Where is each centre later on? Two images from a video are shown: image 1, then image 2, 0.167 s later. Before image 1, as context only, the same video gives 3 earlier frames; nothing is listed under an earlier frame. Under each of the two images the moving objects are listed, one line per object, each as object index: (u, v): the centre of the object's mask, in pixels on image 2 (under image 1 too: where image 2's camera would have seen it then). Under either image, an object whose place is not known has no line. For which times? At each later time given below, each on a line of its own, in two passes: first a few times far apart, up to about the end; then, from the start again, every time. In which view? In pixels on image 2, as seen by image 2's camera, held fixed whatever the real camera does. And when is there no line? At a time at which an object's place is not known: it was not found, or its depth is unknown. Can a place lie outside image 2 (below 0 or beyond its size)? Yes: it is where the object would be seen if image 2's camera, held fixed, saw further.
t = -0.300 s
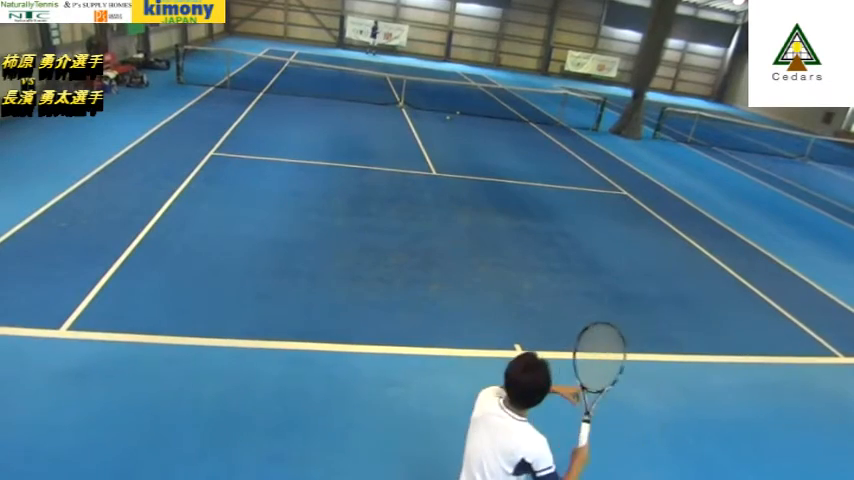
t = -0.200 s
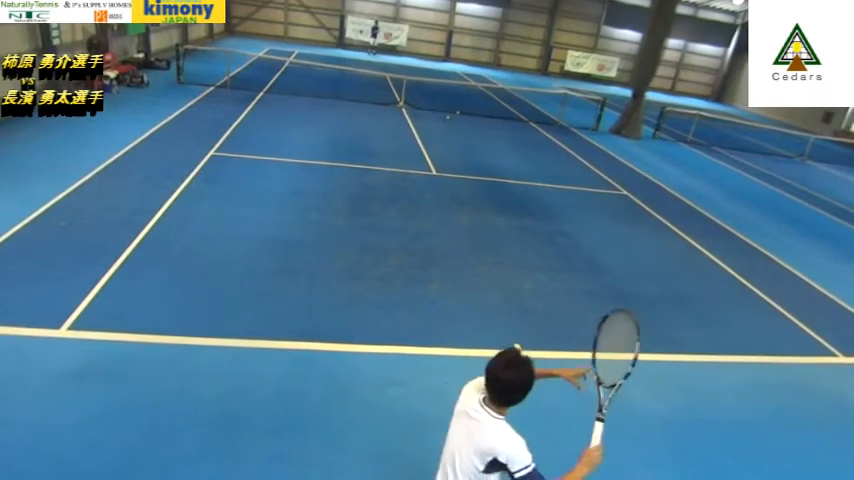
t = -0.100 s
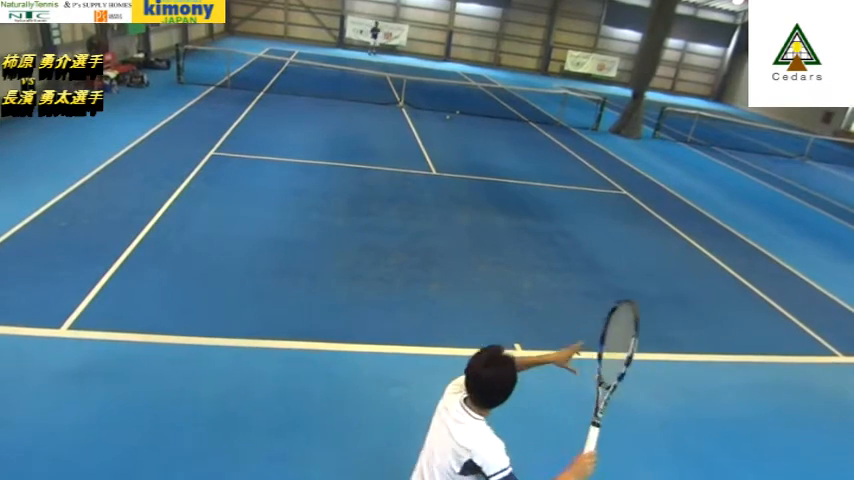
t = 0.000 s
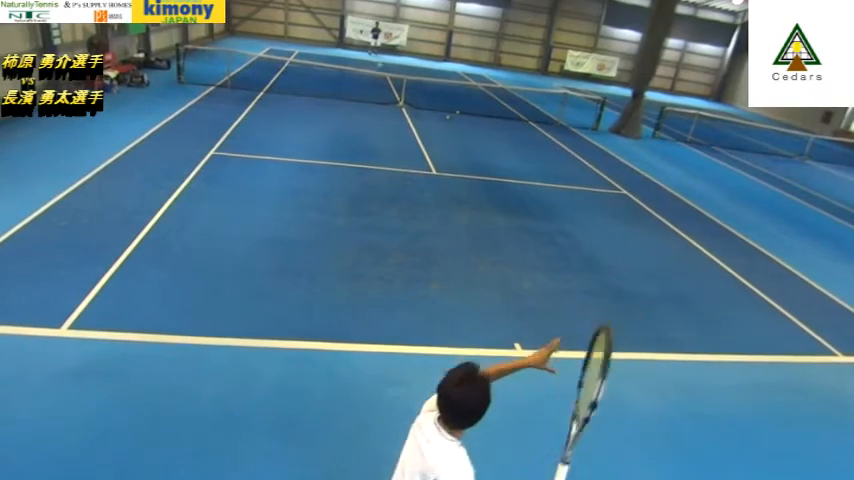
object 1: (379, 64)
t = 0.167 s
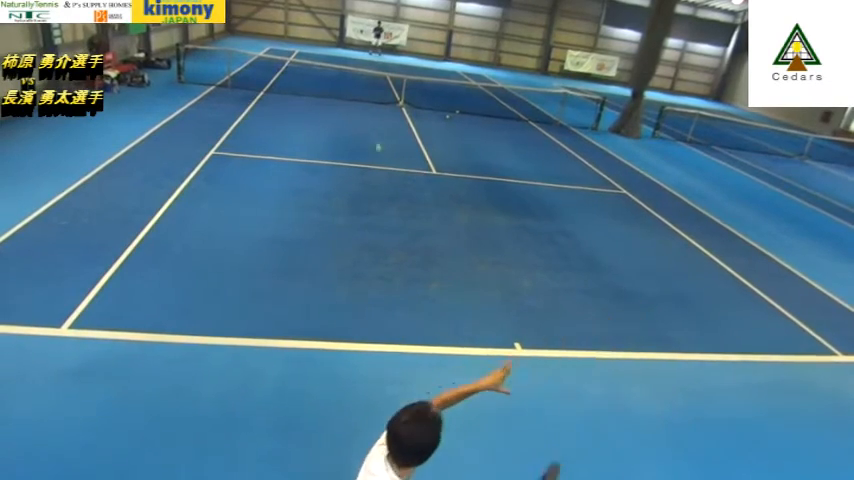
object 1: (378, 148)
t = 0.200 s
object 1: (377, 171)
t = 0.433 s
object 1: (388, 239)
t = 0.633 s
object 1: (419, 256)
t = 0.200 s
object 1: (377, 171)
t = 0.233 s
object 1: (376, 197)
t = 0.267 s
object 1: (375, 228)
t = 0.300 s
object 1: (374, 252)
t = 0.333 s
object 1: (377, 248)
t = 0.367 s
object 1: (380, 244)
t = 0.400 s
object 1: (384, 241)
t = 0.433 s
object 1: (388, 239)
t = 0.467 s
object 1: (392, 238)
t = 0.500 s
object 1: (396, 238)
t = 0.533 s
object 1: (401, 239)
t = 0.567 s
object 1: (407, 242)
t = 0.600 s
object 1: (413, 248)
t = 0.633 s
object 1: (419, 256)
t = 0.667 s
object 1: (426, 267)
